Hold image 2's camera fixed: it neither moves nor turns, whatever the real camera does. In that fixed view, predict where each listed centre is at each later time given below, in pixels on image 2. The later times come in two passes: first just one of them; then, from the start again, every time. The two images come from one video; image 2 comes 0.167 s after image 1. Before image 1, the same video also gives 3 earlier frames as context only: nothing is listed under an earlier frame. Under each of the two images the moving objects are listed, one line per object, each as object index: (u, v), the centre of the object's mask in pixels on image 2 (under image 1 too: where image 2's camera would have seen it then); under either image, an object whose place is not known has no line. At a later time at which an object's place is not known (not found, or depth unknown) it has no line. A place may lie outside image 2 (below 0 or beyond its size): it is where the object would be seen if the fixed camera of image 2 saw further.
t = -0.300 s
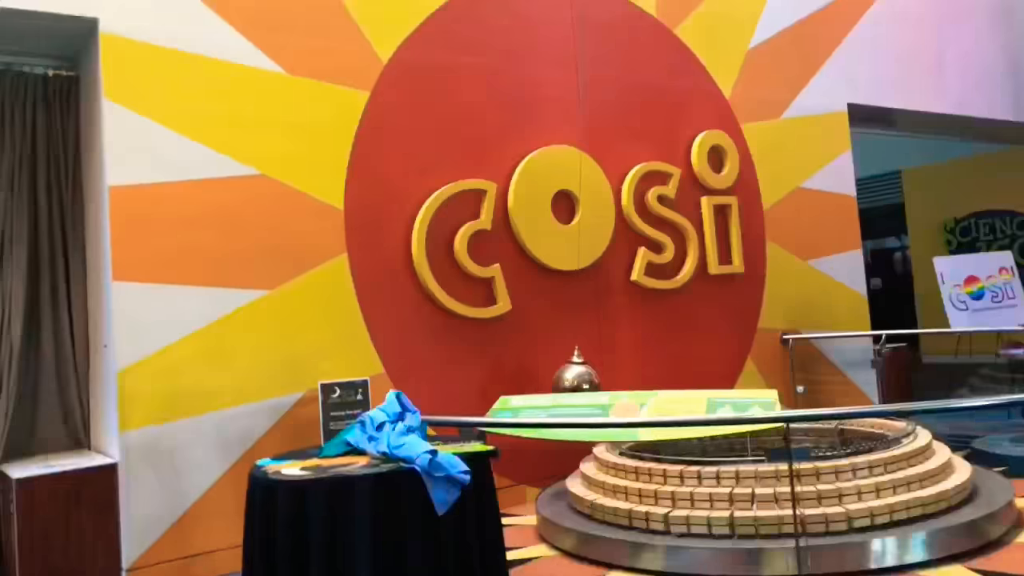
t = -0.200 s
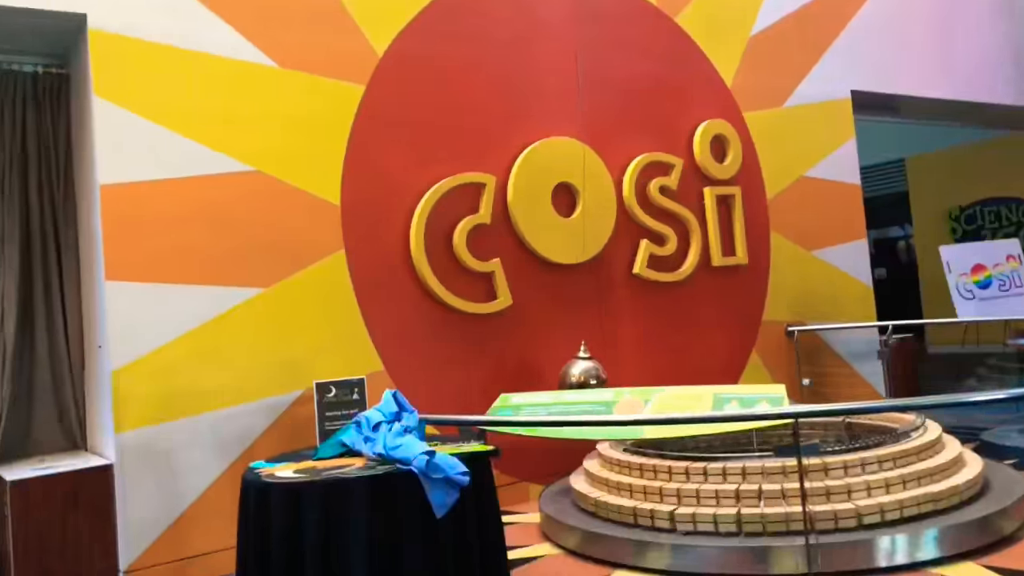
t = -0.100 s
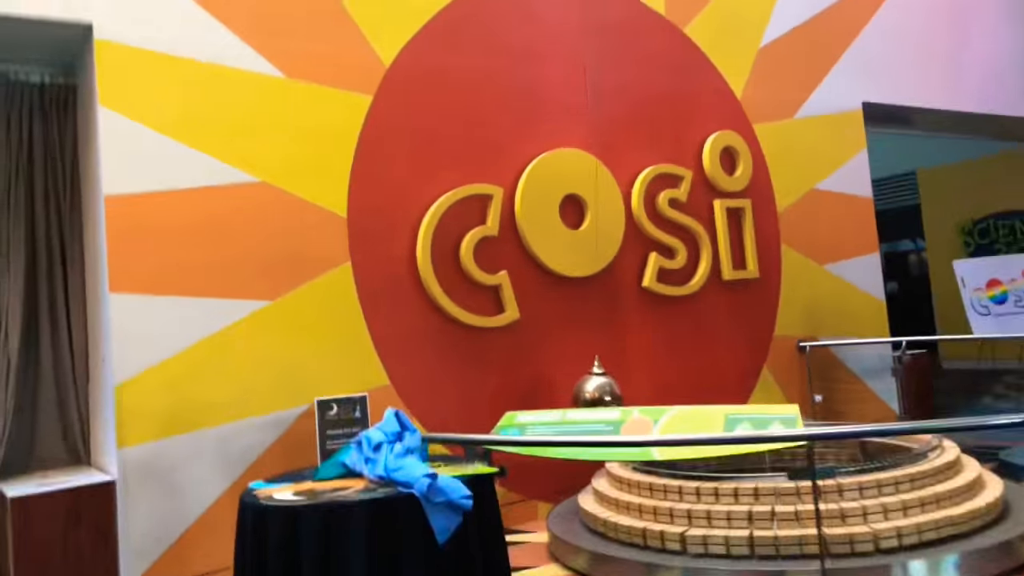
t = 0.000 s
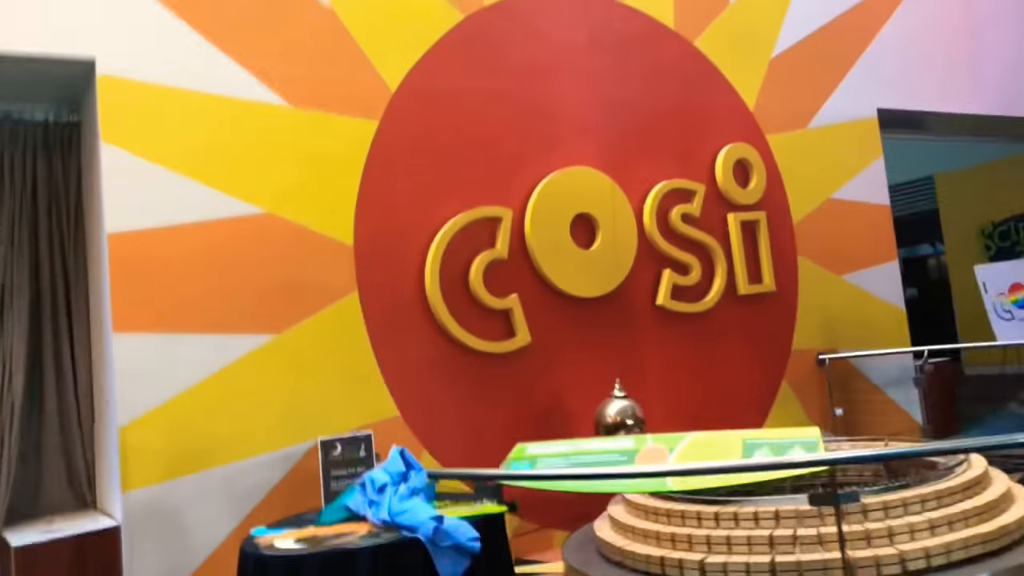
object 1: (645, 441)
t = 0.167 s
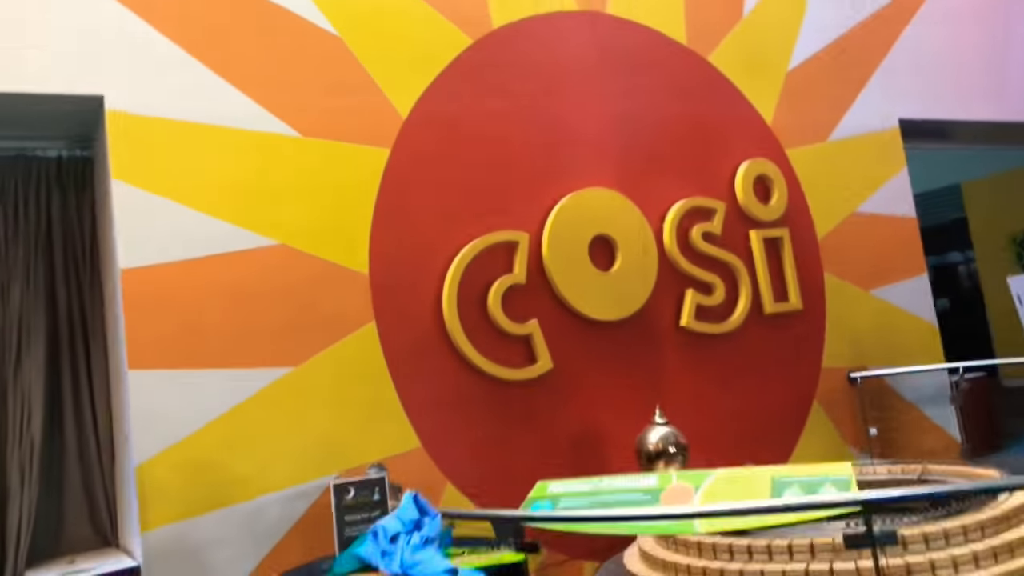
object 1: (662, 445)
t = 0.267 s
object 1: (673, 446)
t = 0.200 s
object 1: (665, 446)
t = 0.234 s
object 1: (669, 446)
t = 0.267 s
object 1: (673, 446)
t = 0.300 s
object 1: (677, 447)
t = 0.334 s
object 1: (680, 447)
